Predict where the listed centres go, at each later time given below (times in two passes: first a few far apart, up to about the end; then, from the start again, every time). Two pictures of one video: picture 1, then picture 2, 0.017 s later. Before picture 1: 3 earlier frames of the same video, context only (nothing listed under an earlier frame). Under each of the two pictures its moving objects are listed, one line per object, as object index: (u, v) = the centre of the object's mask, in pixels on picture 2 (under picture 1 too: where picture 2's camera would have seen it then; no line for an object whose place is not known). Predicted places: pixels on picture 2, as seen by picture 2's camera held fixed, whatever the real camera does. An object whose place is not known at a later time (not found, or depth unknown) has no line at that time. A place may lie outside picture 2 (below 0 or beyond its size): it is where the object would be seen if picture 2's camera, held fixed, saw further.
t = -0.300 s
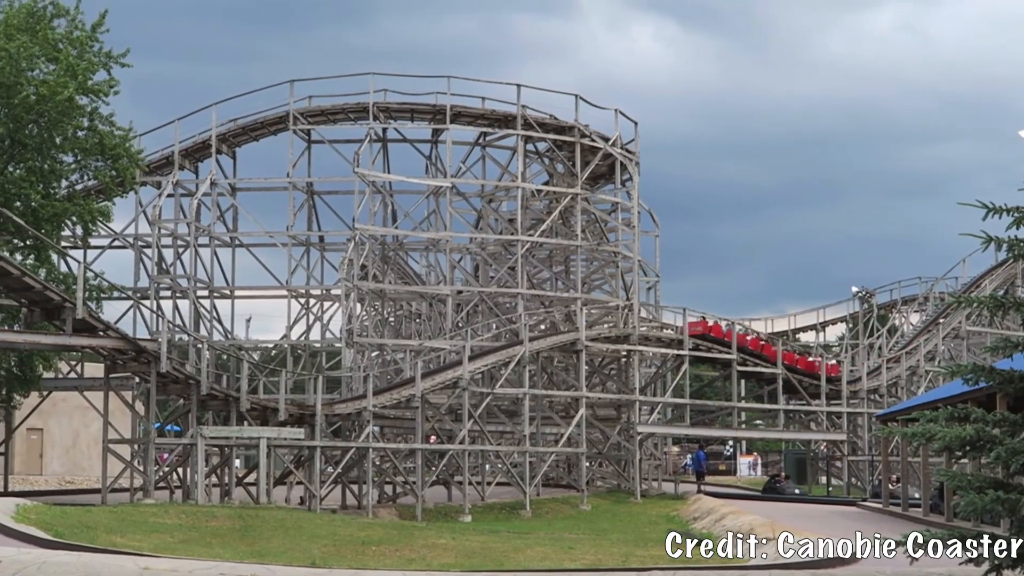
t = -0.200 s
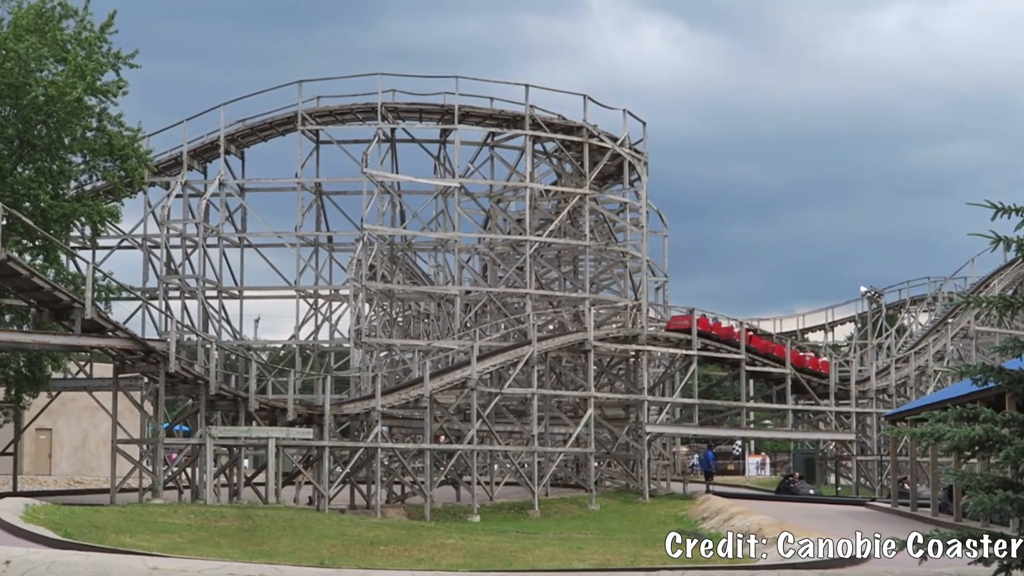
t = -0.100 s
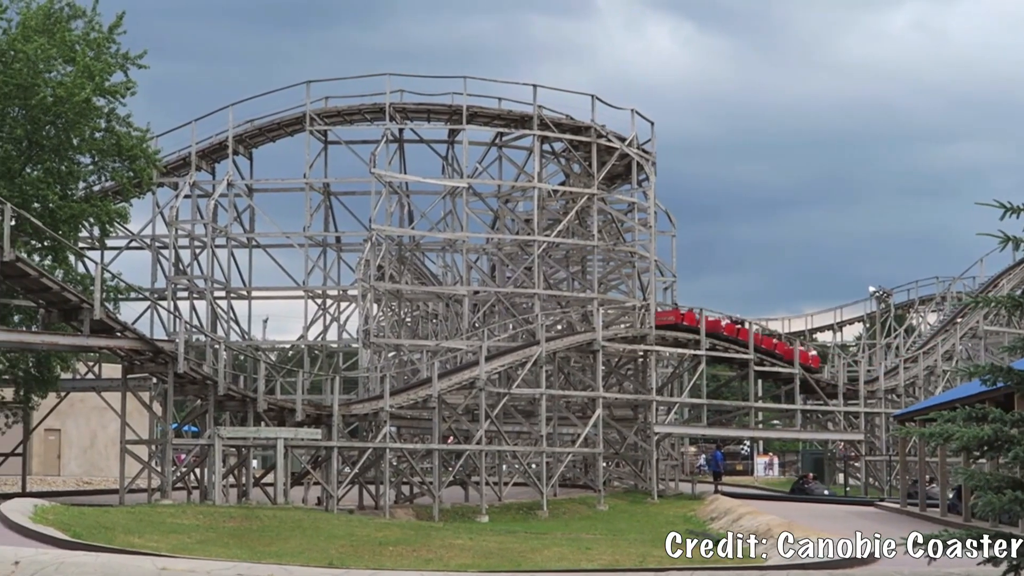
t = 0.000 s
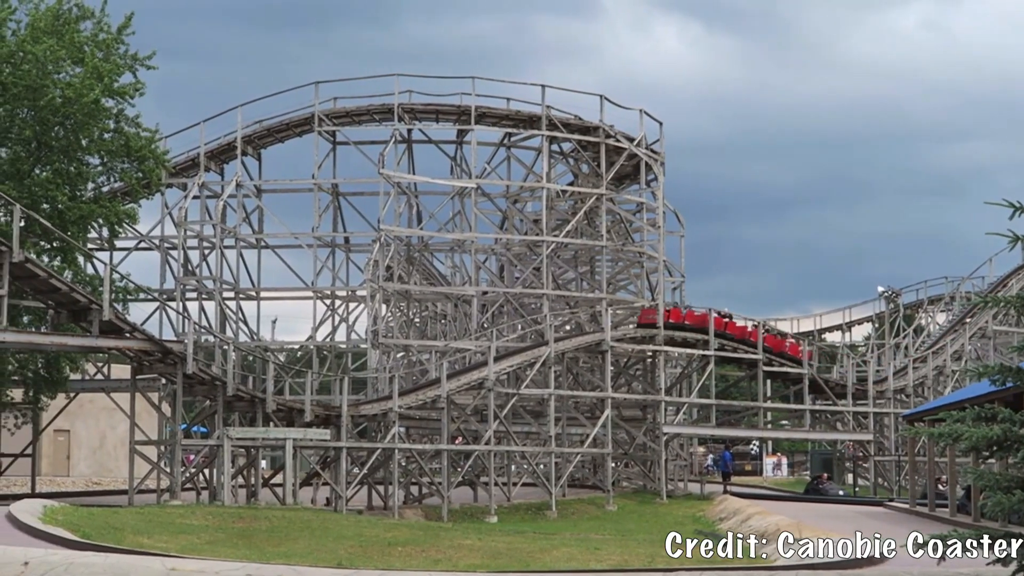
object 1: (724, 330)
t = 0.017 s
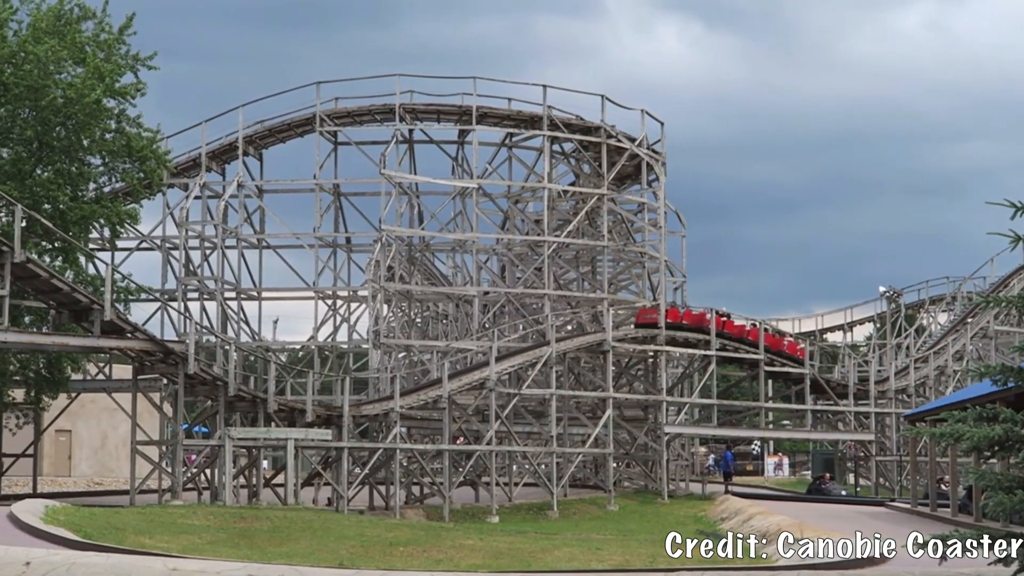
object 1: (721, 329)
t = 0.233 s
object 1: (674, 321)
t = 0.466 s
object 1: (617, 322)
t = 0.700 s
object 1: (560, 330)
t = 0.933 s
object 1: (504, 346)
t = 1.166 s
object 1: (443, 365)
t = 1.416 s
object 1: (370, 379)
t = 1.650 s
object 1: (295, 377)
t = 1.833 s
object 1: (230, 356)
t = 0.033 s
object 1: (719, 329)
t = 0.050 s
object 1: (716, 329)
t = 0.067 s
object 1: (713, 328)
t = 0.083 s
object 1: (710, 327)
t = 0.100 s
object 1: (705, 326)
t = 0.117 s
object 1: (700, 326)
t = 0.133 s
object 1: (700, 325)
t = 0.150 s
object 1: (696, 325)
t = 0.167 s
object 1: (691, 324)
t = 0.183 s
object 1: (687, 323)
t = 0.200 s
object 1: (681, 323)
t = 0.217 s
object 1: (680, 322)
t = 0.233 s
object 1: (674, 321)
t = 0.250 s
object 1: (670, 321)
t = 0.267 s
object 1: (667, 321)
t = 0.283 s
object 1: (664, 321)
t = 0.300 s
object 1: (661, 321)
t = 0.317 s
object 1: (656, 321)
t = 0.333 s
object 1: (654, 321)
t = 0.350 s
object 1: (650, 321)
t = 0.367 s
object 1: (648, 320)
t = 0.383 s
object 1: (643, 320)
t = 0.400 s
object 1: (636, 321)
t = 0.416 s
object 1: (632, 321)
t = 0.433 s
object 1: (626, 321)
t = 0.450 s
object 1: (624, 321)
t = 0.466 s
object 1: (617, 322)
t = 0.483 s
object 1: (614, 322)
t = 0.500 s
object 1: (612, 322)
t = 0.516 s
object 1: (609, 322)
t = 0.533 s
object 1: (604, 323)
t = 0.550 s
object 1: (600, 324)
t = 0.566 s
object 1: (596, 324)
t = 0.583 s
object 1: (592, 325)
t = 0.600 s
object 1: (587, 325)
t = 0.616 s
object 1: (572, 327)
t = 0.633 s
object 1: (581, 326)
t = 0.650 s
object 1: (576, 327)
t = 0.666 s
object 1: (572, 328)
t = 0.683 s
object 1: (567, 329)
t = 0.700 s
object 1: (560, 330)
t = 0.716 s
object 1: (557, 331)
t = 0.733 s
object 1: (556, 332)
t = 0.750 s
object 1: (553, 331)
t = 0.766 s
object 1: (548, 333)
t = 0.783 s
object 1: (544, 334)
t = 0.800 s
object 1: (542, 335)
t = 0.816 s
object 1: (538, 335)
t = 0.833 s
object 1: (532, 337)
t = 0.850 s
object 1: (527, 338)
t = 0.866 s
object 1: (522, 340)
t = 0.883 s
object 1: (519, 341)
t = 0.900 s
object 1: (514, 343)
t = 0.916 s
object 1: (509, 344)
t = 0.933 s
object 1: (504, 346)
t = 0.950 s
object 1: (502, 346)
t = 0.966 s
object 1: (499, 347)
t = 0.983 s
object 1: (496, 348)
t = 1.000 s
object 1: (491, 350)
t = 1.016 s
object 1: (485, 351)
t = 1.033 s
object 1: (481, 353)
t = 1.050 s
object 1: (476, 355)
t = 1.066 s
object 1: (472, 355)
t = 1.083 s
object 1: (468, 357)
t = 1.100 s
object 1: (460, 359)
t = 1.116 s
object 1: (458, 360)
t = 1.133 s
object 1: (455, 361)
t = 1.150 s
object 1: (449, 363)
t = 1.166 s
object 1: (443, 365)
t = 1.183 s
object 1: (440, 366)
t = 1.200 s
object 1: (435, 367)
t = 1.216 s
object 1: (430, 368)
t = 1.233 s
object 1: (426, 369)
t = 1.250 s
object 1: (421, 371)
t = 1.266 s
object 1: (417, 372)
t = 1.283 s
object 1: (411, 373)
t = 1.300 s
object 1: (408, 372)
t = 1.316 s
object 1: (400, 375)
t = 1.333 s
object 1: (394, 376)
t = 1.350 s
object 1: (391, 376)
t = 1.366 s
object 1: (386, 377)
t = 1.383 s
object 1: (382, 378)
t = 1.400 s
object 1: (376, 378)
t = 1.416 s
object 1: (370, 379)
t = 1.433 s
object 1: (365, 380)
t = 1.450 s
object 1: (361, 379)
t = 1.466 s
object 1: (354, 380)
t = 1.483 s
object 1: (350, 380)
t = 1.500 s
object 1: (344, 381)
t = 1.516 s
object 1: (337, 381)
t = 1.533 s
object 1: (332, 381)
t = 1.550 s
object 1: (327, 380)
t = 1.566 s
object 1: (321, 380)
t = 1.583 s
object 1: (316, 379)
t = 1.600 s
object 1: (311, 379)
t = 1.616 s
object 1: (308, 379)
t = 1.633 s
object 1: (301, 377)
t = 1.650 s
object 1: (295, 377)
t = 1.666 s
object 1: (289, 376)
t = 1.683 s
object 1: (284, 374)
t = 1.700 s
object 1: (278, 373)
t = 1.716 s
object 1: (273, 371)
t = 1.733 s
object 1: (268, 369)
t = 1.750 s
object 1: (261, 367)
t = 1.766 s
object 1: (254, 365)
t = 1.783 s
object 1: (247, 362)
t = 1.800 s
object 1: (242, 360)
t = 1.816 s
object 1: (236, 358)
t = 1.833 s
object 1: (230, 356)
